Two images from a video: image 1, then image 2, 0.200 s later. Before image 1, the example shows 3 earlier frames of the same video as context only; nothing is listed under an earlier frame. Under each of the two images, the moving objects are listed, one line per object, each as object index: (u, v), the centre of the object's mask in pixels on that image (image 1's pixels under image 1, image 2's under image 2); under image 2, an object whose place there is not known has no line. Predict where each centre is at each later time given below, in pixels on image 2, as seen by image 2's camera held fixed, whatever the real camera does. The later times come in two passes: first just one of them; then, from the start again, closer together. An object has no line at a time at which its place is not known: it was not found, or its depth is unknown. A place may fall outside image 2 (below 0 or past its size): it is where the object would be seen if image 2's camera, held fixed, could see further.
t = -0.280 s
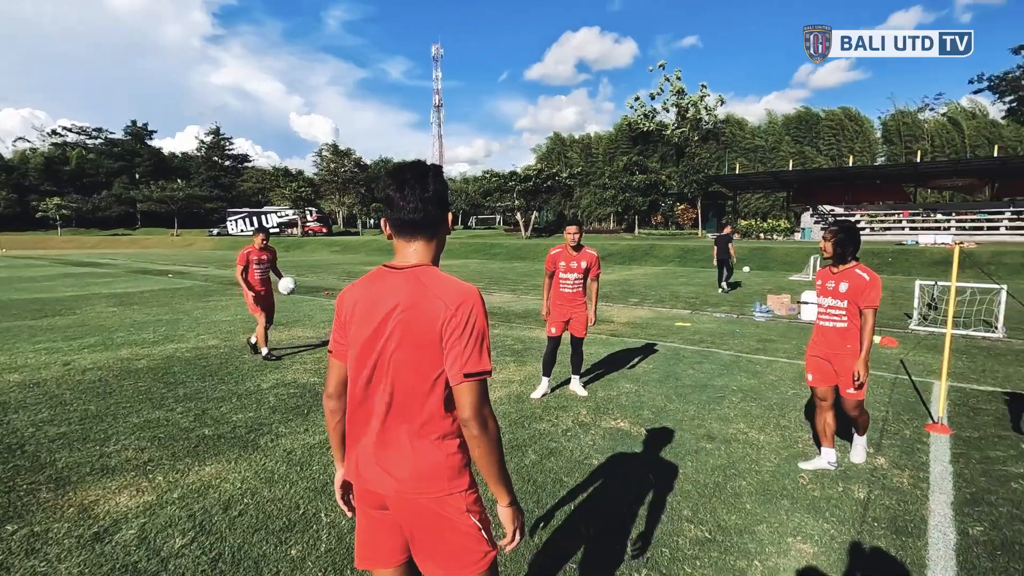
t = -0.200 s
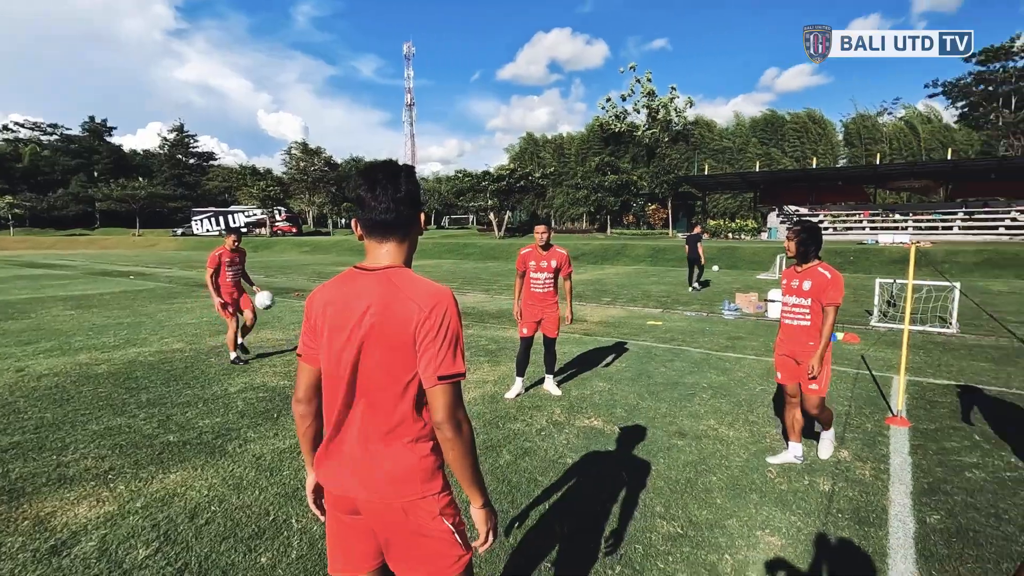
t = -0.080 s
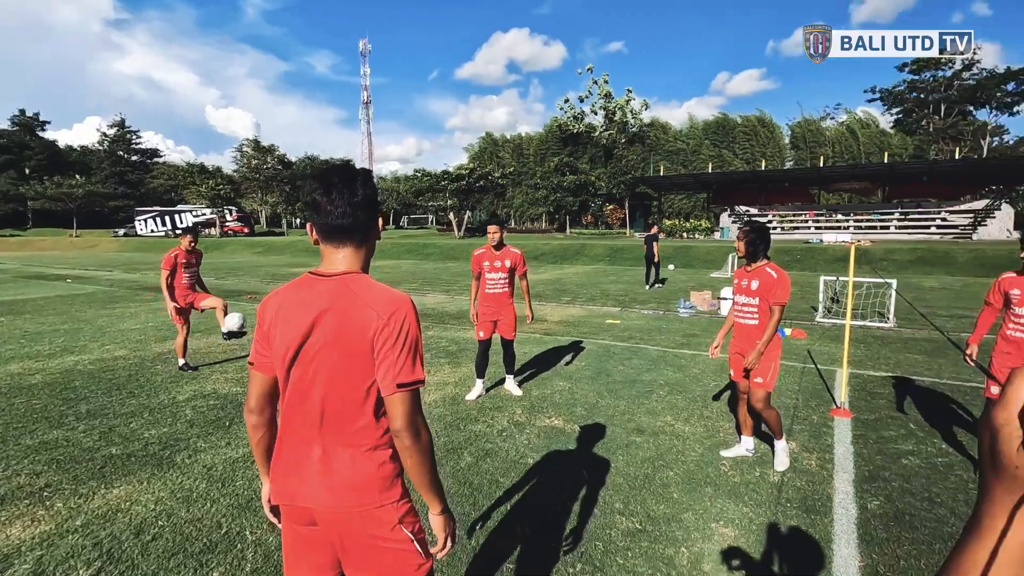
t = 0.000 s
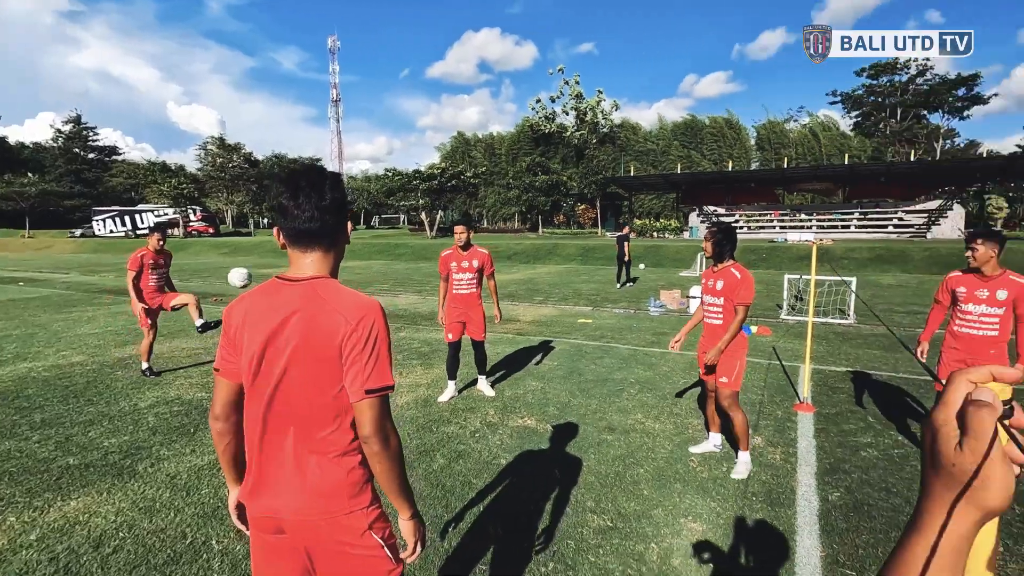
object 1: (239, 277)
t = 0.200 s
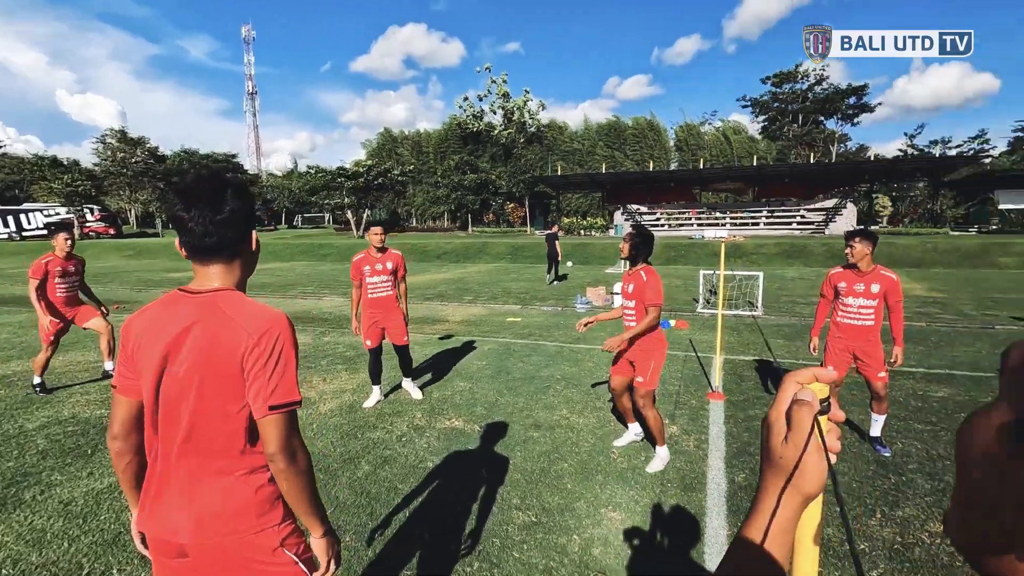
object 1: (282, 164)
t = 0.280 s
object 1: (348, 124)
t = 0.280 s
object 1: (348, 124)
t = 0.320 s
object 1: (385, 105)
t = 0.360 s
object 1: (421, 89)
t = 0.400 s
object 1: (460, 74)
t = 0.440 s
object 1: (500, 60)
